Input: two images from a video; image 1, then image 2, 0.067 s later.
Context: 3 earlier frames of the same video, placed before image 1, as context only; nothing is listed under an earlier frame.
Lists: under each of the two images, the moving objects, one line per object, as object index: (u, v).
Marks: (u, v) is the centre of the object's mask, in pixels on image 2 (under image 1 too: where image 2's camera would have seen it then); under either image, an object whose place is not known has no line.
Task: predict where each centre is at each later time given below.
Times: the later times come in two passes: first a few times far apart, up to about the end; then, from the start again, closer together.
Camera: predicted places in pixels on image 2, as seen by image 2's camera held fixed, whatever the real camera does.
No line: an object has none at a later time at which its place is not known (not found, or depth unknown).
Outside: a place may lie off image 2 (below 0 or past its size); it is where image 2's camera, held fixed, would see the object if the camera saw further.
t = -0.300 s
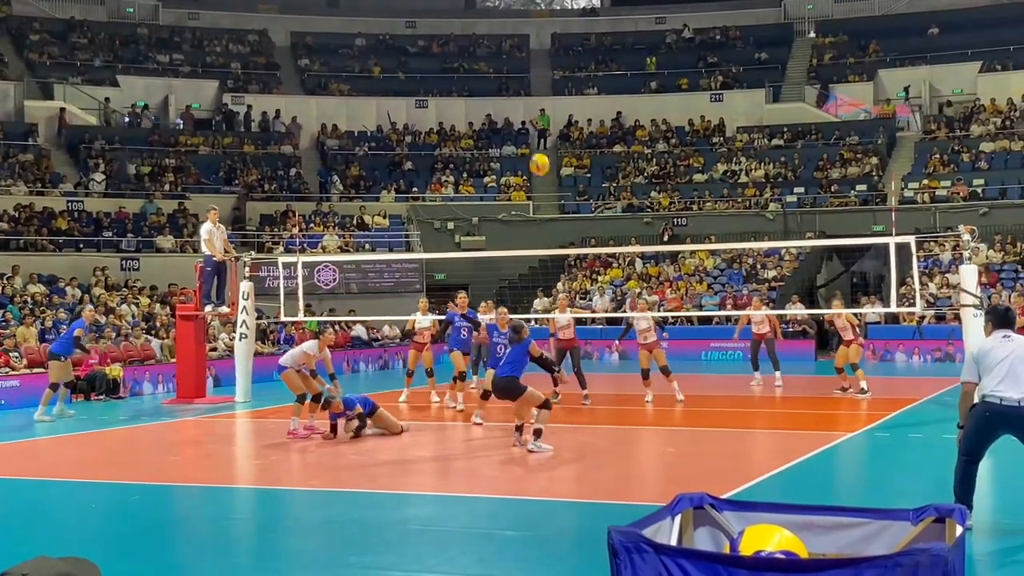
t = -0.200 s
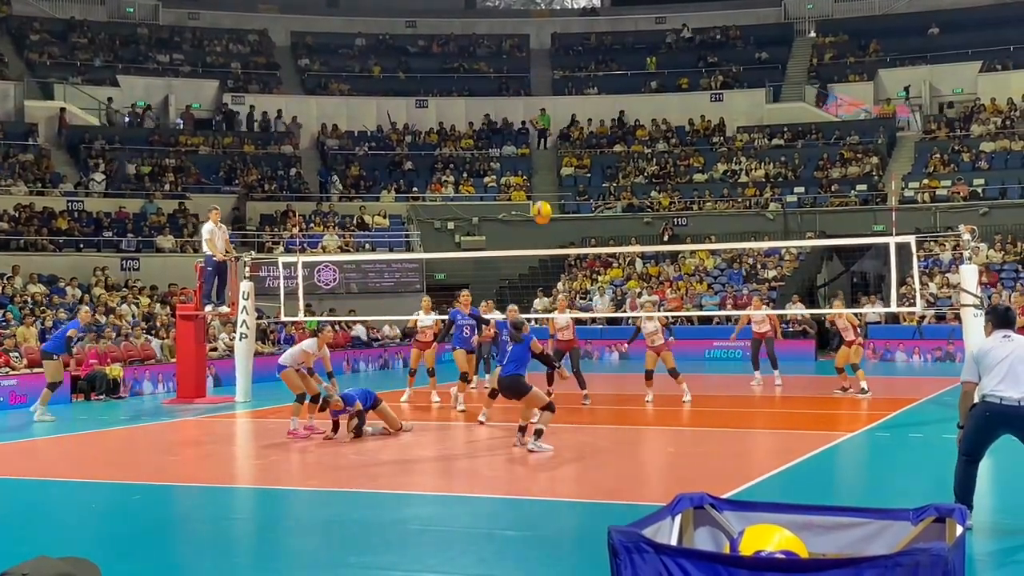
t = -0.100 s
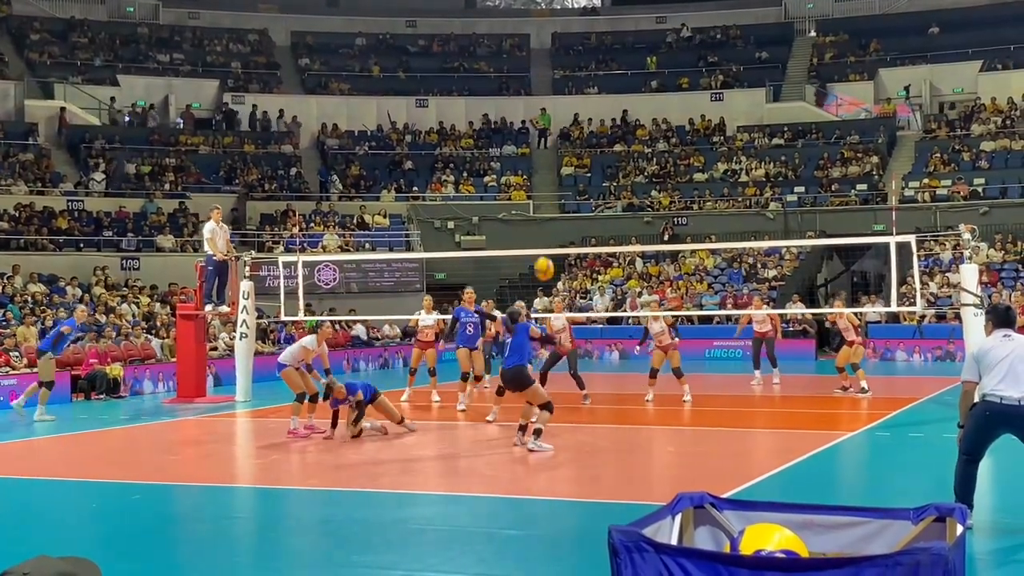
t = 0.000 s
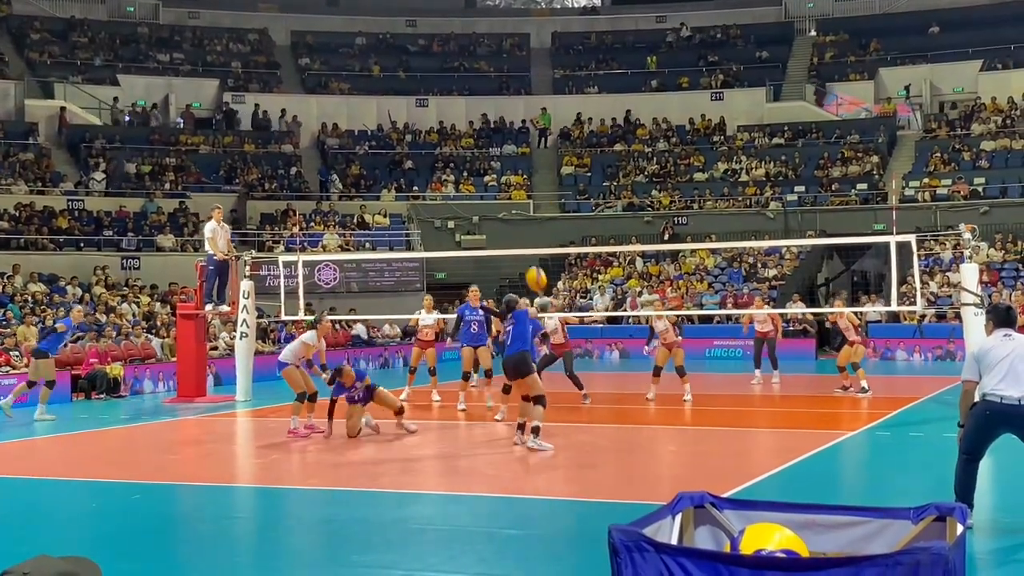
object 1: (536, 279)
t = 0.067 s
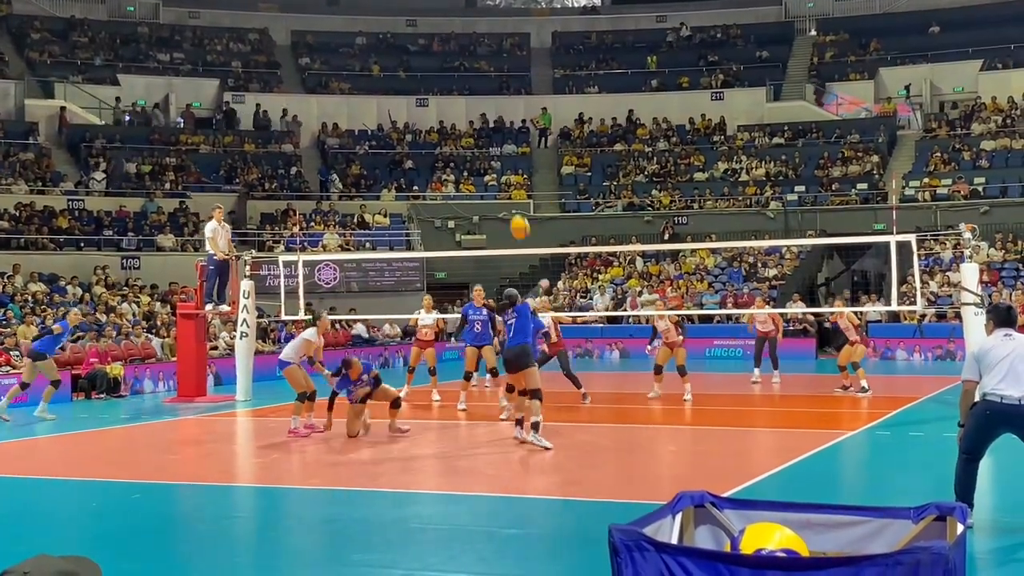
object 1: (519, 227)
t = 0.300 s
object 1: (467, 93)
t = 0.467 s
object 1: (433, 37)
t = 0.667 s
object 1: (396, 9)
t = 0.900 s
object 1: (355, 12)
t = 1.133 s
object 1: (320, 53)
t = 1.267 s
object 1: (301, 93)
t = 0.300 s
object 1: (467, 93)
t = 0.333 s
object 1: (460, 80)
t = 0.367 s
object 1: (453, 67)
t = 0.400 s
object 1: (446, 56)
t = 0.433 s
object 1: (439, 46)
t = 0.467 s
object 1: (433, 37)
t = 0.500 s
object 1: (426, 29)
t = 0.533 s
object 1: (420, 22)
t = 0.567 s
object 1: (414, 16)
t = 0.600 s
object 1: (408, 12)
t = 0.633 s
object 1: (401, 10)
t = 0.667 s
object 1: (396, 9)
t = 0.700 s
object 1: (390, 8)
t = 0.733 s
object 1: (384, 8)
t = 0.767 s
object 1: (378, 8)
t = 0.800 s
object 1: (372, 8)
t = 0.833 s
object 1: (366, 9)
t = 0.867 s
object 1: (361, 10)
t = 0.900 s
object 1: (355, 12)
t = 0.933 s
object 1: (350, 14)
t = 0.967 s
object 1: (345, 18)
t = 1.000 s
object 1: (340, 23)
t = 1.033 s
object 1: (335, 30)
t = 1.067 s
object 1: (329, 37)
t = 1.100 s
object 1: (325, 44)
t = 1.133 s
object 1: (320, 53)
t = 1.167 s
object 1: (315, 62)
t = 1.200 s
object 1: (310, 72)
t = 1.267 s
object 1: (301, 93)
